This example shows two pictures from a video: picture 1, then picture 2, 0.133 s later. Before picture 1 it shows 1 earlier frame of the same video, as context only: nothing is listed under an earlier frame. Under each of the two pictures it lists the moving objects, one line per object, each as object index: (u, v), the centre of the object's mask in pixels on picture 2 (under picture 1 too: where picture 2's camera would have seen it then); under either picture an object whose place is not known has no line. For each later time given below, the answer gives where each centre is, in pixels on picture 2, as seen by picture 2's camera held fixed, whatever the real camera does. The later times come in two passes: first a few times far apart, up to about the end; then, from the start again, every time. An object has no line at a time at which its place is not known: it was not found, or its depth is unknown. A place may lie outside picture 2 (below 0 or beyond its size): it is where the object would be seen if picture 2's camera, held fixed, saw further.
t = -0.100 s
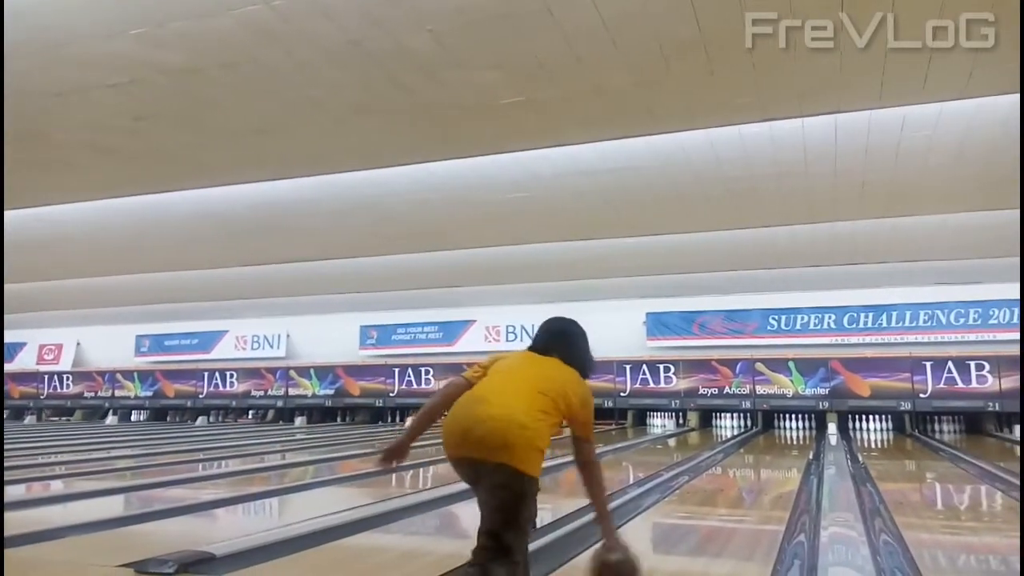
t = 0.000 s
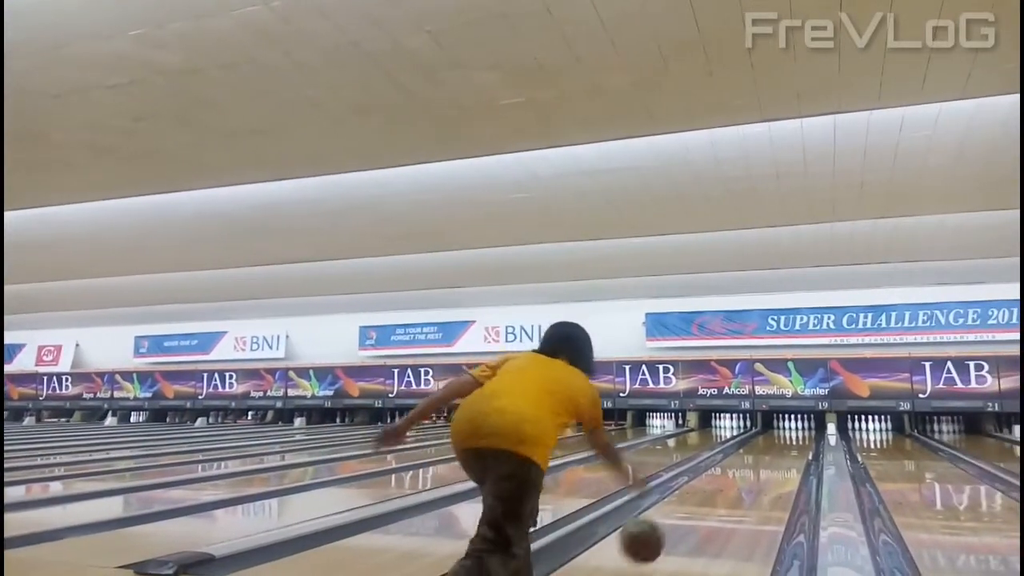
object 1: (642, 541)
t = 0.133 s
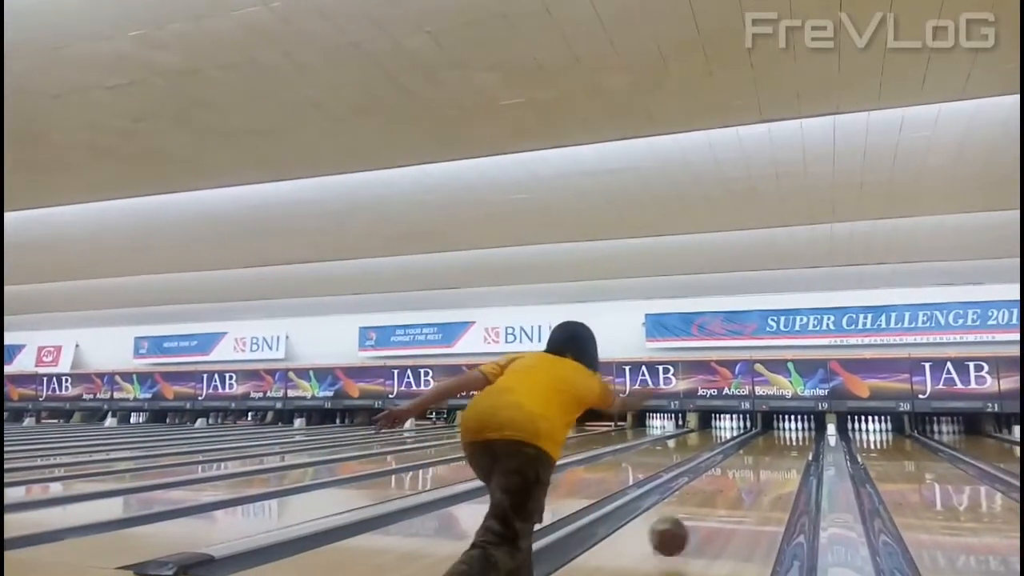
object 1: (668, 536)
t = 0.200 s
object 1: (680, 530)
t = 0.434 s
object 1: (708, 506)
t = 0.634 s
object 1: (724, 489)
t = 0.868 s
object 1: (737, 475)
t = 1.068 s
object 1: (746, 467)
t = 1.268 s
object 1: (753, 458)
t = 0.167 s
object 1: (672, 538)
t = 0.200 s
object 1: (680, 530)
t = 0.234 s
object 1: (684, 526)
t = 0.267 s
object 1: (689, 523)
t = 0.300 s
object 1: (693, 520)
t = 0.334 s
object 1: (697, 516)
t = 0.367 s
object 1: (702, 513)
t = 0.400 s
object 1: (705, 509)
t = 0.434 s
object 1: (708, 506)
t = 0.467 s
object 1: (711, 502)
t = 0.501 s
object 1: (714, 500)
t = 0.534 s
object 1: (716, 497)
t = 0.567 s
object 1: (719, 495)
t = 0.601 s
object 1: (722, 492)
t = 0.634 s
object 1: (724, 489)
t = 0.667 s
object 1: (726, 487)
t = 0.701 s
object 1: (728, 485)
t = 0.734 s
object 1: (730, 483)
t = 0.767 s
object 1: (732, 481)
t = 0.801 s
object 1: (734, 479)
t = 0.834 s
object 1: (736, 477)
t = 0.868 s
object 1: (737, 475)
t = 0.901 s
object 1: (739, 473)
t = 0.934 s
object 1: (740, 472)
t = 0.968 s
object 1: (742, 470)
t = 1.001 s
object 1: (744, 469)
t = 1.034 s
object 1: (745, 468)
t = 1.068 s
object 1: (746, 467)
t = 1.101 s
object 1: (748, 466)
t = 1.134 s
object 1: (750, 464)
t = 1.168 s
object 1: (751, 463)
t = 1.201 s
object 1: (751, 462)
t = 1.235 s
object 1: (752, 461)
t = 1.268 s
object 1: (753, 458)
